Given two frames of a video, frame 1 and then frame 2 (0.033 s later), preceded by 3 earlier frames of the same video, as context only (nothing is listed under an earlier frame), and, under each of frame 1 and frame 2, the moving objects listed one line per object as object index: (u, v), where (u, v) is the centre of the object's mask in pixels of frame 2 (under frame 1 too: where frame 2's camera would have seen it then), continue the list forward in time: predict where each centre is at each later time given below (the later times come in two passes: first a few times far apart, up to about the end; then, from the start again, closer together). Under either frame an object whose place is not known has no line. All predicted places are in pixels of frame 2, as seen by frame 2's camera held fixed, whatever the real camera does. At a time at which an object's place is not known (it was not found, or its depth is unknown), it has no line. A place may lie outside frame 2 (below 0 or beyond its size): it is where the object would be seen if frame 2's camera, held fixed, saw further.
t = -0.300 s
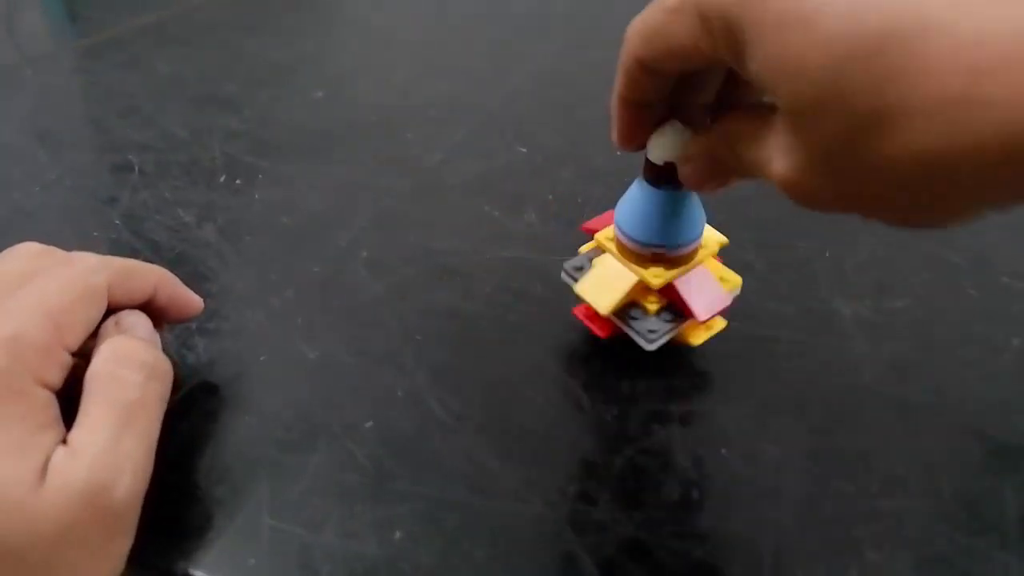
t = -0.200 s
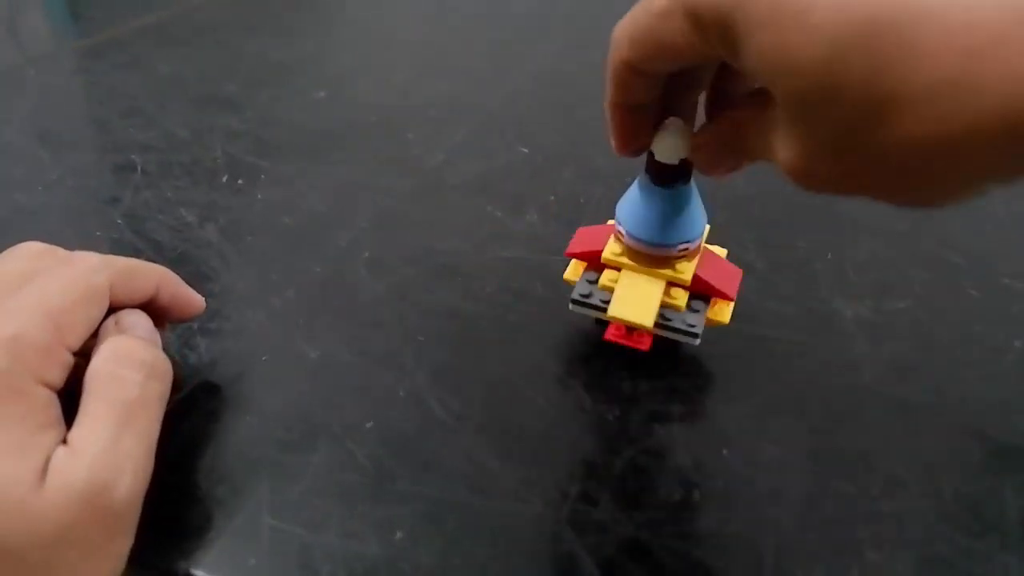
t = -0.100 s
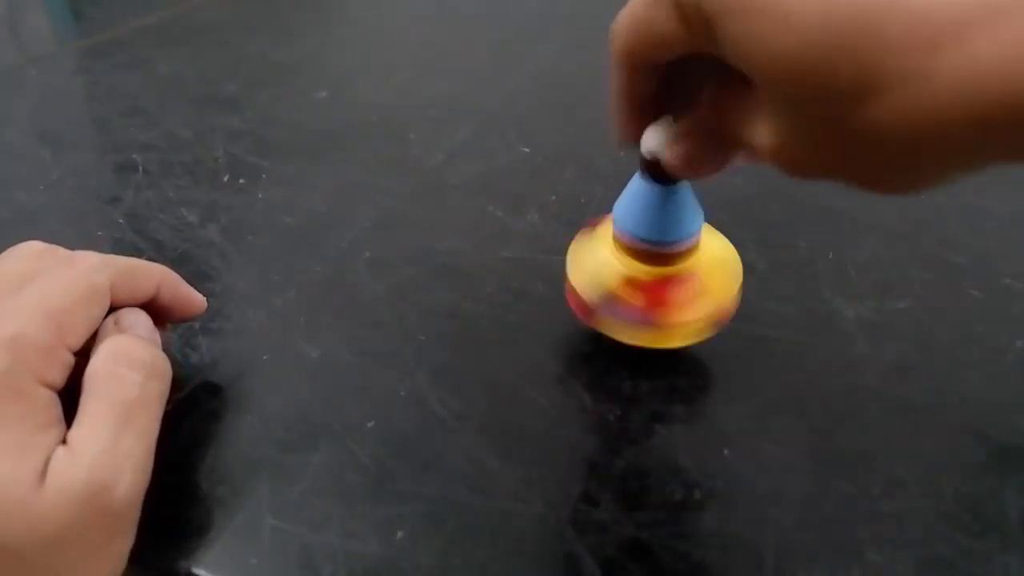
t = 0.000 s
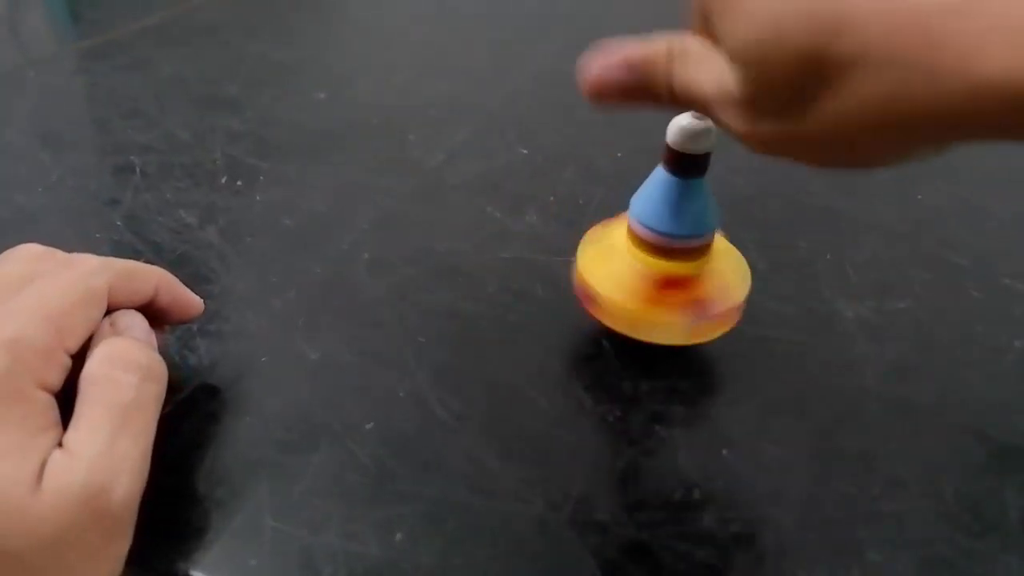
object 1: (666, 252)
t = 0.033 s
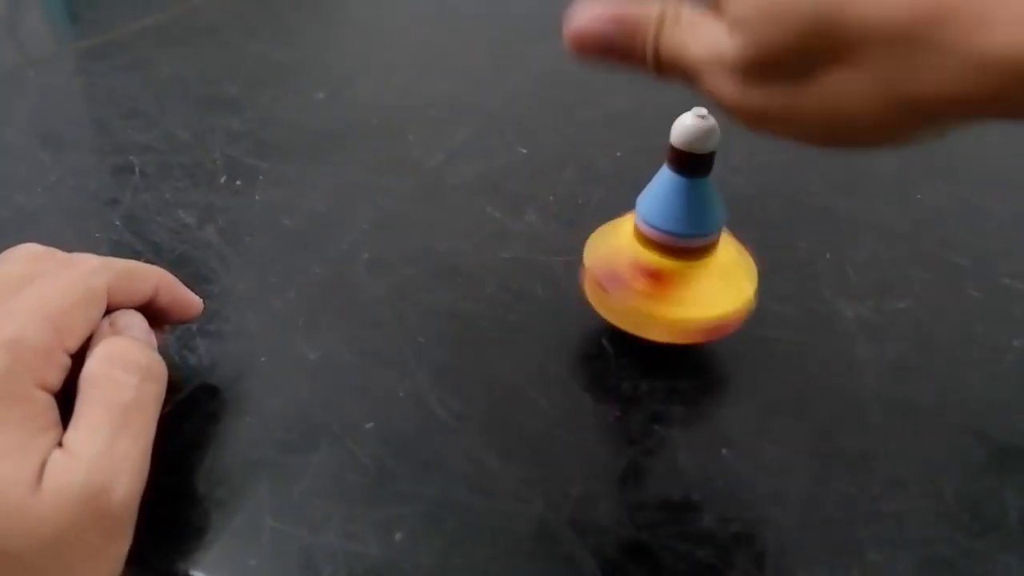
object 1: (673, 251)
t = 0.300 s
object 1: (753, 258)
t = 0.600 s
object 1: (841, 287)
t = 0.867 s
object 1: (910, 332)
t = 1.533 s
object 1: (924, 441)
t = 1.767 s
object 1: (877, 421)
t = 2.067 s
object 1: (896, 401)
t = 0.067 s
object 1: (683, 249)
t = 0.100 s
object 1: (694, 248)
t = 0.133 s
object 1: (703, 250)
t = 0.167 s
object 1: (712, 252)
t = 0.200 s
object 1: (722, 253)
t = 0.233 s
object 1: (732, 254)
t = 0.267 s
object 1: (743, 255)
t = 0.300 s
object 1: (753, 258)
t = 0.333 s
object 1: (762, 259)
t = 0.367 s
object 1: (772, 263)
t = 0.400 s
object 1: (783, 265)
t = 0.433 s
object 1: (793, 267)
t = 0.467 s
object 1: (804, 272)
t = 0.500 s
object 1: (812, 276)
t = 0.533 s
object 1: (821, 280)
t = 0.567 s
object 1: (831, 283)
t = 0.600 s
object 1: (841, 287)
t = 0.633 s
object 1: (850, 292)
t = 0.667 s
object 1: (860, 298)
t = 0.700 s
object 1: (868, 303)
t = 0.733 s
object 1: (876, 308)
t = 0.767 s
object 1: (885, 313)
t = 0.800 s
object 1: (894, 319)
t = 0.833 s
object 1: (902, 324)
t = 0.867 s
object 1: (910, 332)
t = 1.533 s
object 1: (924, 441)
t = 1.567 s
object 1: (917, 439)
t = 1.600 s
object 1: (912, 438)
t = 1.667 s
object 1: (901, 433)
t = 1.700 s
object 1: (895, 431)
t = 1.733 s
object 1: (885, 428)
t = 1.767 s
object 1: (877, 421)
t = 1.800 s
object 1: (870, 413)
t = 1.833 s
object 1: (871, 405)
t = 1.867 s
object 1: (871, 400)
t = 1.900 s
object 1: (877, 400)
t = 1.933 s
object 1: (881, 404)
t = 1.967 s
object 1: (888, 399)
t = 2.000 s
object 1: (889, 397)
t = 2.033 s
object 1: (897, 392)
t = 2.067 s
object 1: (896, 401)
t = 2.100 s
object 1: (898, 399)
